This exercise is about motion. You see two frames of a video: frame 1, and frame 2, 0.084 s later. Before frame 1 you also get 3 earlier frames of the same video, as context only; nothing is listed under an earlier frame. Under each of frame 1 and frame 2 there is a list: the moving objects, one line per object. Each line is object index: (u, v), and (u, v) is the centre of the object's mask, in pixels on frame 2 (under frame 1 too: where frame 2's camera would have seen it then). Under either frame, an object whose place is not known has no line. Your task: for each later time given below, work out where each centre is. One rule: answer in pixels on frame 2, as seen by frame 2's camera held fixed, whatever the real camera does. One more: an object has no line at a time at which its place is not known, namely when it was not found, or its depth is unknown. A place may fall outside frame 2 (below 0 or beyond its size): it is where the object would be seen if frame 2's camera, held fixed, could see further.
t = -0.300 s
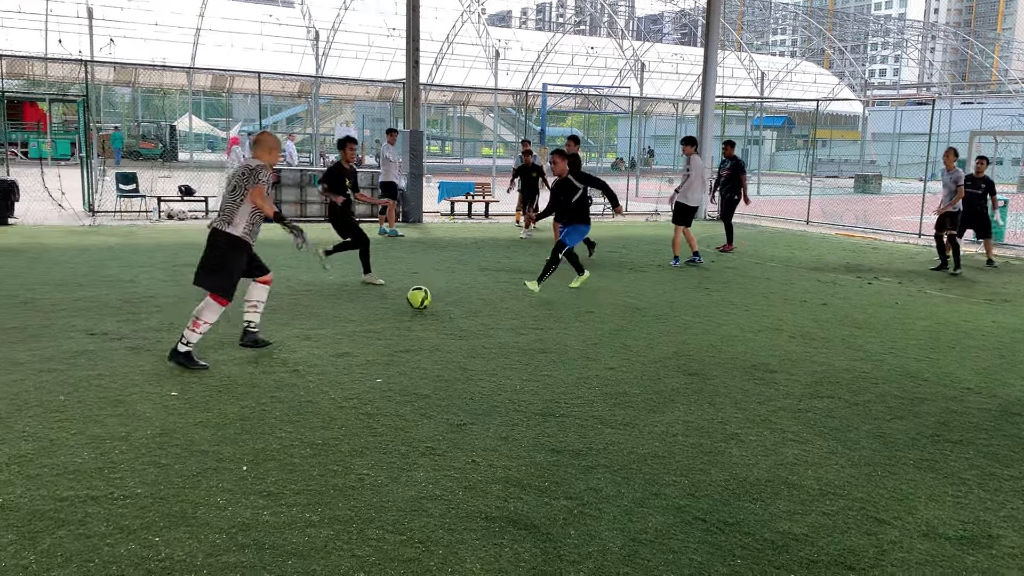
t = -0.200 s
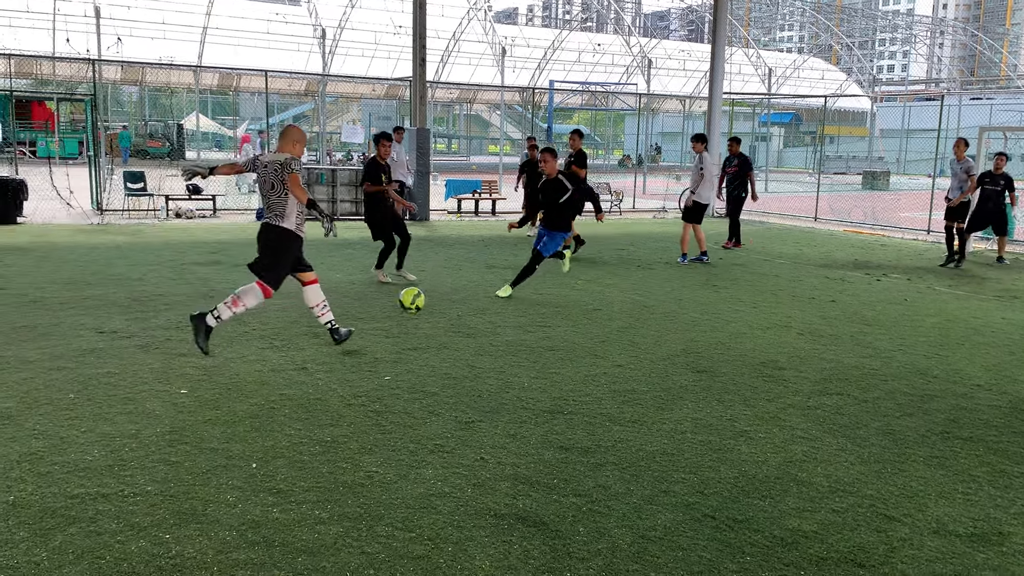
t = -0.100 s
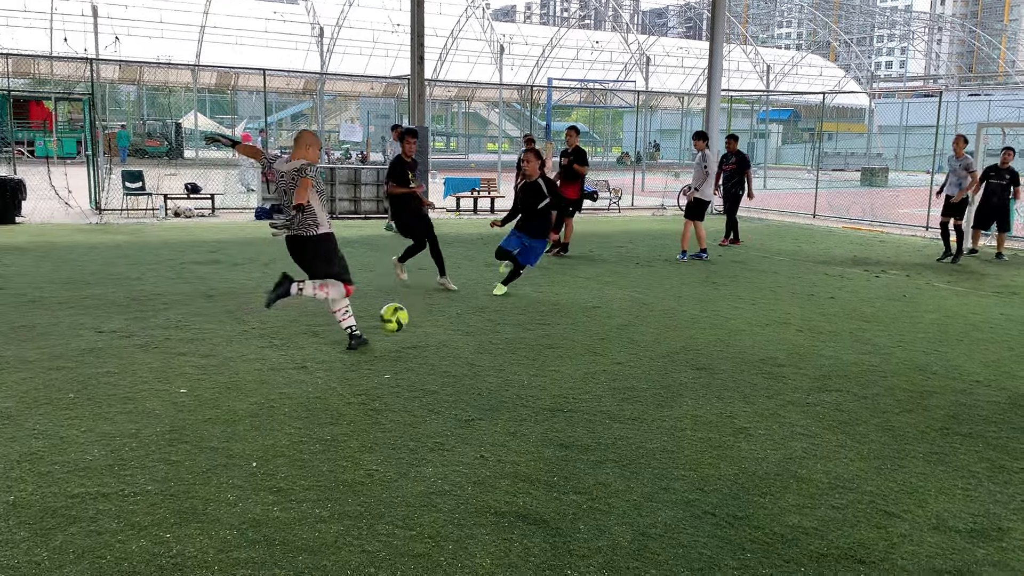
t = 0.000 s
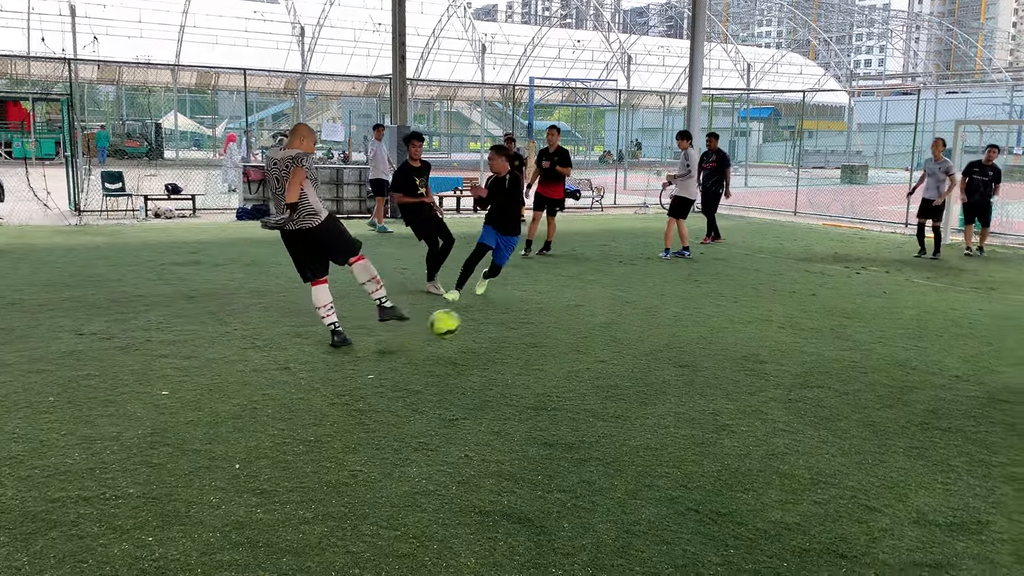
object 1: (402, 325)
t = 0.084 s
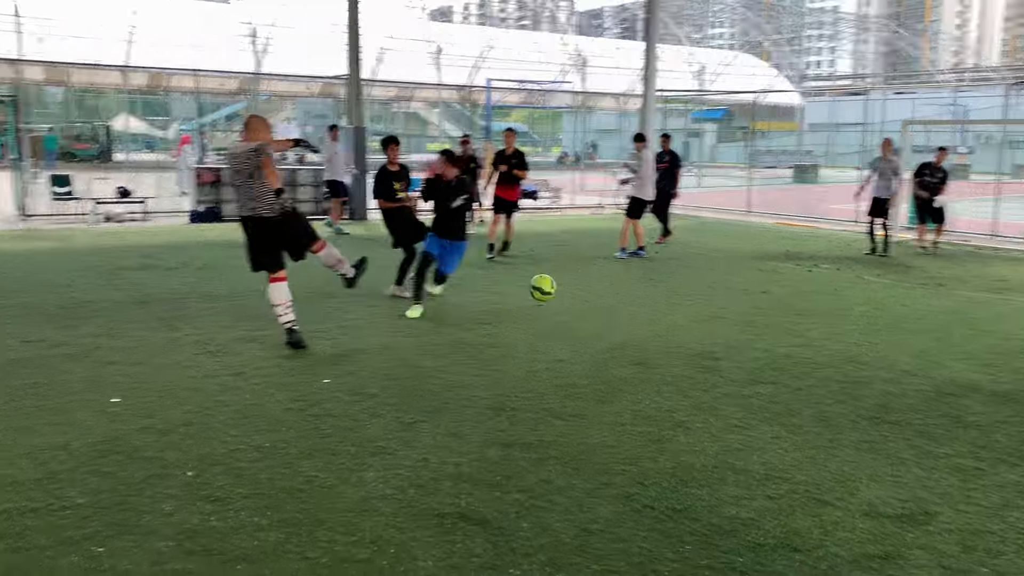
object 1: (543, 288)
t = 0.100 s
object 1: (567, 282)
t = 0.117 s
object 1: (591, 277)
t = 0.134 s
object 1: (612, 273)
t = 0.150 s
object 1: (634, 269)
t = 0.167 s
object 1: (654, 266)
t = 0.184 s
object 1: (674, 264)
